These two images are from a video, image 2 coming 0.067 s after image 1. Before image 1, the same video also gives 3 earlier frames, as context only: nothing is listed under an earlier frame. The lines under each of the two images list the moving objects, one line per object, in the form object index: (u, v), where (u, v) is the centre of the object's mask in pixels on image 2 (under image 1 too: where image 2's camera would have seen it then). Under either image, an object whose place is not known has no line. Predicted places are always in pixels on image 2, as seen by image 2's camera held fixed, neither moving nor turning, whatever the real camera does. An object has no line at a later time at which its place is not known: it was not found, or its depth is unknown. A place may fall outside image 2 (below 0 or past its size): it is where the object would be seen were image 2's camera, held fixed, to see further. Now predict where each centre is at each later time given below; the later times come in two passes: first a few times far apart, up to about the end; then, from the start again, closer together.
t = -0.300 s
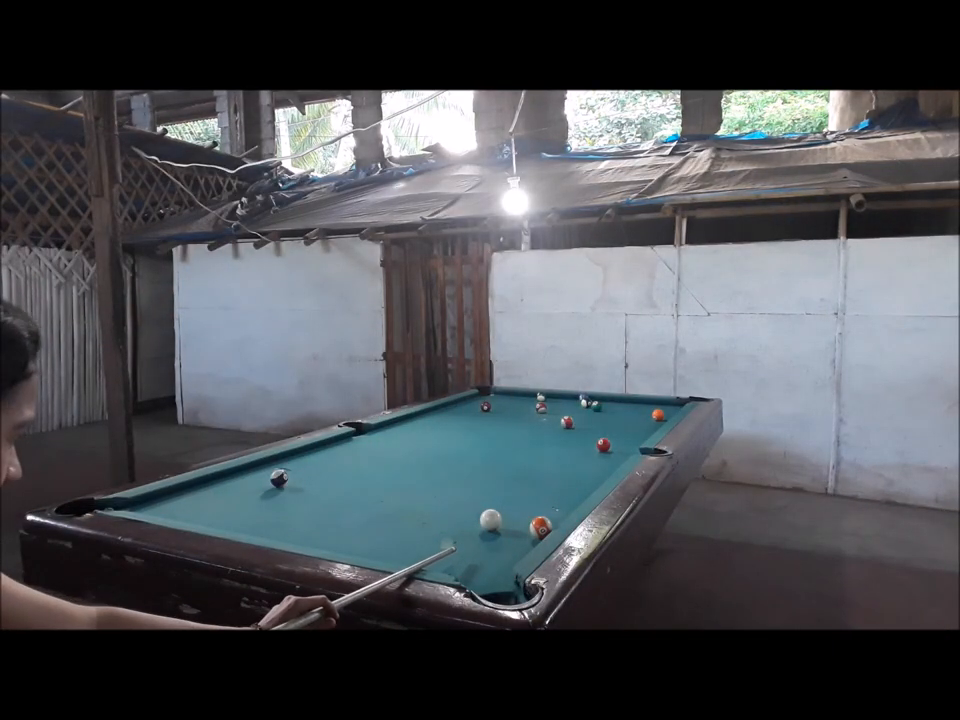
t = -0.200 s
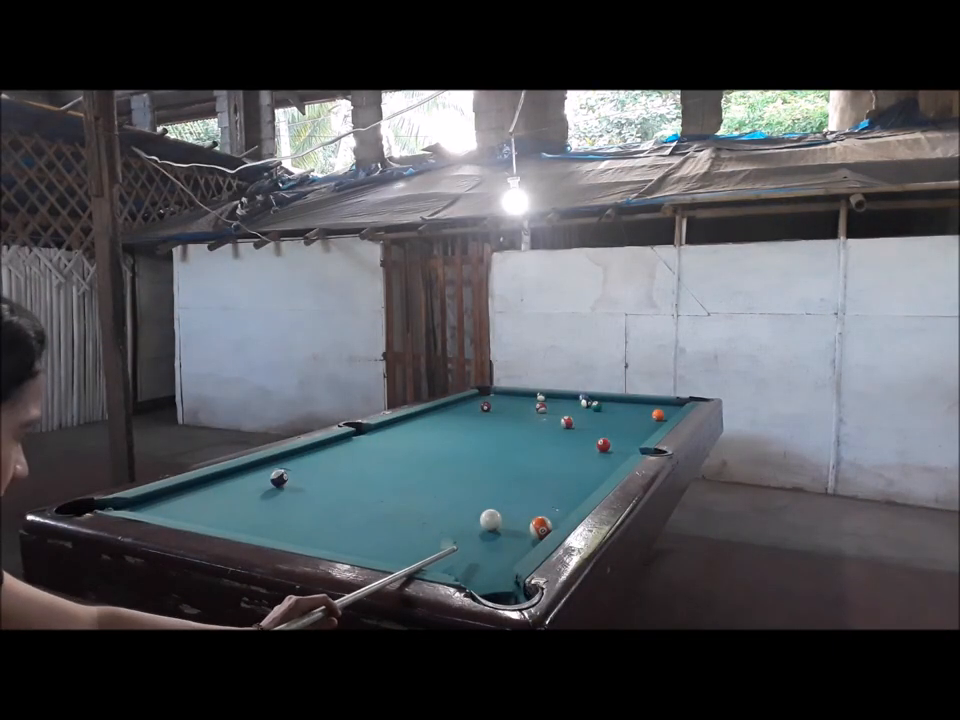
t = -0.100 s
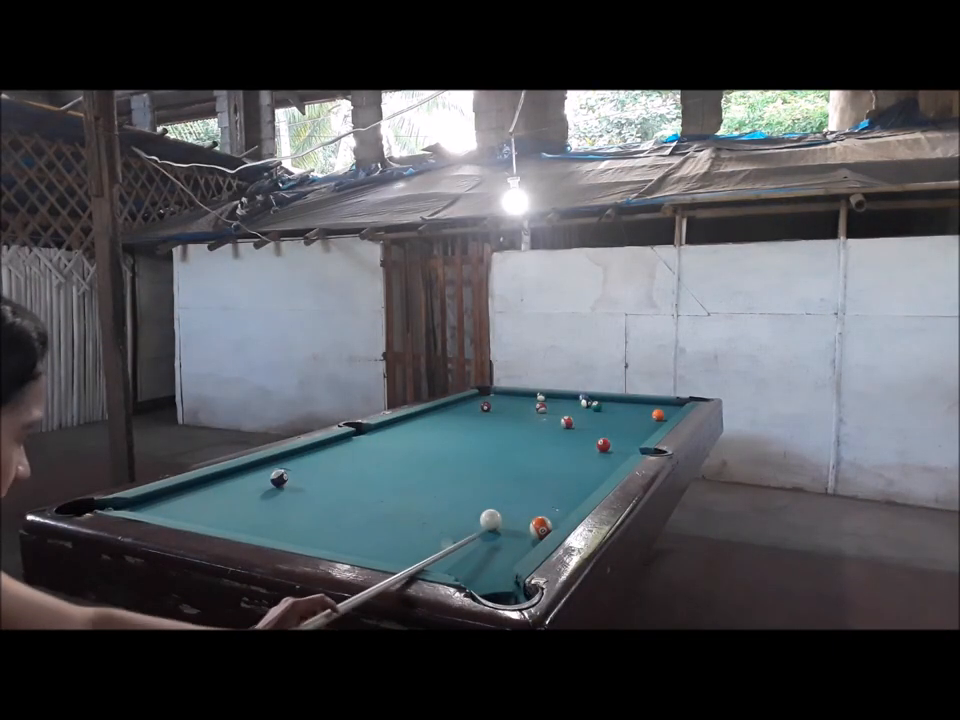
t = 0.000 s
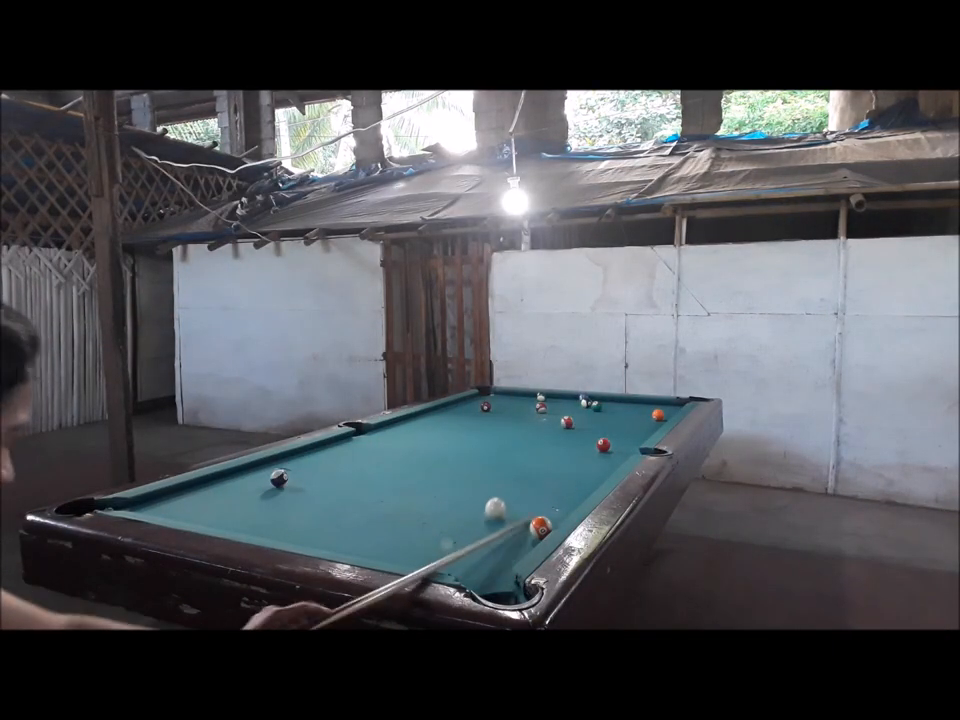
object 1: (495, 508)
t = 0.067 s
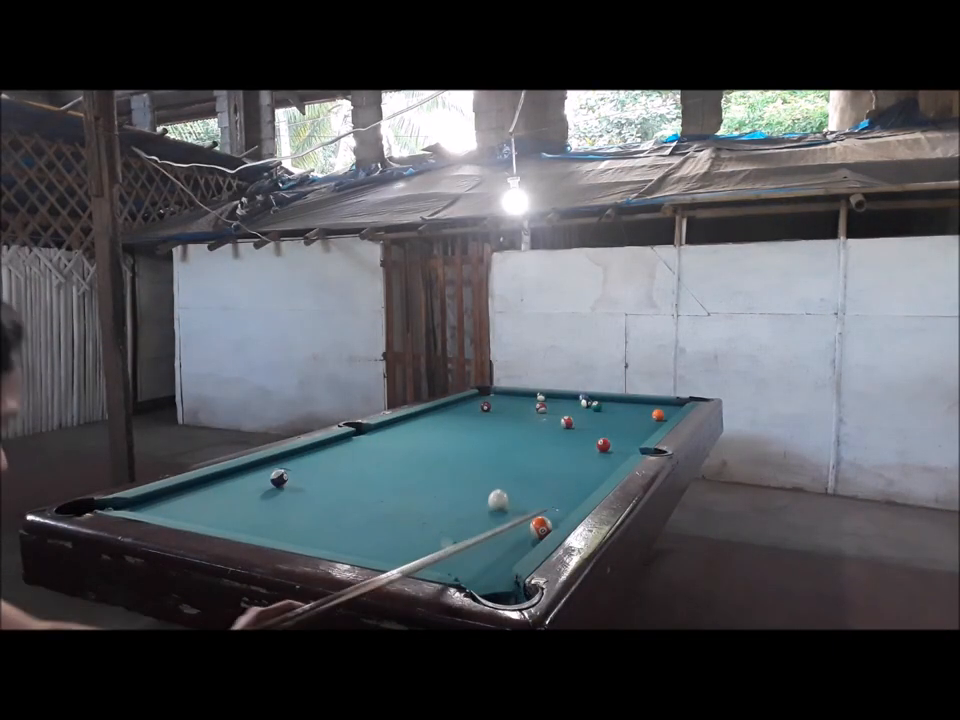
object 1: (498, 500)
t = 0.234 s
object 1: (501, 485)
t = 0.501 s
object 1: (506, 465)
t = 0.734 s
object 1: (511, 451)
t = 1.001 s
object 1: (514, 439)
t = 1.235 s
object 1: (517, 430)
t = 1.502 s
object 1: (520, 421)
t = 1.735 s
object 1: (521, 414)
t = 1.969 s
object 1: (523, 409)
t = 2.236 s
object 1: (524, 403)
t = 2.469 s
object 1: (525, 399)
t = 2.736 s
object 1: (526, 395)
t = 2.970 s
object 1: (525, 394)
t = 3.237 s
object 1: (518, 395)
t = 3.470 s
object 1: (514, 396)
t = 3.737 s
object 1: (509, 397)
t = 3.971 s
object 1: (506, 398)
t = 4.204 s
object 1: (503, 399)
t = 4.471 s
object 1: (501, 401)
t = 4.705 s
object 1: (499, 401)
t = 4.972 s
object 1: (496, 403)
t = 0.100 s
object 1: (498, 497)
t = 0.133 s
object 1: (499, 493)
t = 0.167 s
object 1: (500, 491)
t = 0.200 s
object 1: (501, 488)
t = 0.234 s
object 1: (501, 485)
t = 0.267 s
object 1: (502, 482)
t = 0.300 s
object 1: (502, 479)
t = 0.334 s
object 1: (503, 477)
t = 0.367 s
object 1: (504, 474)
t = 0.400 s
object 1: (504, 472)
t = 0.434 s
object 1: (505, 469)
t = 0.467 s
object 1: (506, 467)
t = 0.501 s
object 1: (506, 465)
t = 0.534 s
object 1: (507, 463)
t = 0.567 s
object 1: (507, 461)
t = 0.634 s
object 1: (509, 457)
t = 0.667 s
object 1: (509, 455)
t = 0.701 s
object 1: (510, 453)
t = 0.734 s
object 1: (511, 451)
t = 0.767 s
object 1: (511, 450)
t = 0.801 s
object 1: (511, 448)
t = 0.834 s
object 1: (512, 446)
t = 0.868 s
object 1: (513, 445)
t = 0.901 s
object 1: (513, 443)
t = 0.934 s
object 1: (513, 442)
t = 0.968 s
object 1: (514, 440)
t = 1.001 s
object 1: (514, 439)
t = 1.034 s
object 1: (515, 437)
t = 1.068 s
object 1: (515, 436)
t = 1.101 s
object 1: (515, 435)
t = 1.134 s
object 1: (516, 434)
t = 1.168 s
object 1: (517, 432)
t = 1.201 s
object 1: (517, 431)
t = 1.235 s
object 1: (517, 430)
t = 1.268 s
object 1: (518, 429)
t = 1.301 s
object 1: (518, 428)
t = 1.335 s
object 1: (518, 426)
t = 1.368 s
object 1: (519, 425)
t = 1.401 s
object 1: (519, 424)
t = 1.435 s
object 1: (519, 424)
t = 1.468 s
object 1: (520, 422)
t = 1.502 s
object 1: (520, 421)
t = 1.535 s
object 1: (520, 420)
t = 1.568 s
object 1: (520, 419)
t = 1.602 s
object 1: (521, 418)
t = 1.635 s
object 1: (521, 417)
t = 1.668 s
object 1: (521, 416)
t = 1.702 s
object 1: (521, 415)
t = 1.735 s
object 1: (521, 414)
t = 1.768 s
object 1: (522, 414)
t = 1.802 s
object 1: (522, 413)
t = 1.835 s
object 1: (522, 412)
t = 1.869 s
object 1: (522, 411)
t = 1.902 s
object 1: (522, 410)
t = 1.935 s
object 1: (523, 410)
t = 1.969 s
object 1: (523, 409)
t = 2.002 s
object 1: (523, 408)
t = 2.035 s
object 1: (523, 407)
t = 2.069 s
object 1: (523, 407)
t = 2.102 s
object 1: (523, 406)
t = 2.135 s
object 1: (524, 405)
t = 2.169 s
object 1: (524, 405)
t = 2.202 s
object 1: (524, 404)
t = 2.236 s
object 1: (524, 403)
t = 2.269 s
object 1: (524, 403)
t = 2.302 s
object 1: (524, 402)
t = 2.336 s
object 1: (525, 402)
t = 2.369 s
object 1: (525, 401)
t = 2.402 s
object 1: (525, 400)
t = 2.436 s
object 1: (525, 400)
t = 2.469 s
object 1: (525, 399)
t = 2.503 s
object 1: (525, 399)
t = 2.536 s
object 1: (525, 398)
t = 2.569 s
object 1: (525, 398)
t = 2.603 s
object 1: (525, 397)
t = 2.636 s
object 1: (525, 397)
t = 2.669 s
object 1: (526, 396)
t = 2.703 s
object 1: (526, 396)
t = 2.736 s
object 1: (526, 395)
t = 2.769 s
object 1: (526, 395)
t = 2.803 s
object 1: (526, 394)
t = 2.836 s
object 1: (526, 394)
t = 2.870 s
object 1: (527, 394)
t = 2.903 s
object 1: (526, 393)
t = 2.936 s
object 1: (526, 393)
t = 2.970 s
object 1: (525, 394)
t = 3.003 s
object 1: (524, 394)
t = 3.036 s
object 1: (523, 394)
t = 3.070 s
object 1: (522, 394)
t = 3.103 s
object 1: (521, 394)
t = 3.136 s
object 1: (521, 395)
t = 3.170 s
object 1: (520, 394)
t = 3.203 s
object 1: (519, 395)
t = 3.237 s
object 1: (518, 395)
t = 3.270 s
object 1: (518, 395)
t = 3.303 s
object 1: (517, 395)
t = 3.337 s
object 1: (516, 395)
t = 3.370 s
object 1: (516, 395)
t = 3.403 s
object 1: (515, 396)
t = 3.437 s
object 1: (514, 396)
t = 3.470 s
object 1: (514, 396)
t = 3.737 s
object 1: (509, 397)
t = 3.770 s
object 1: (509, 398)
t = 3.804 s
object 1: (508, 398)
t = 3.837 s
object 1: (508, 398)
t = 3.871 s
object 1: (507, 398)
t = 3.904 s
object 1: (507, 398)
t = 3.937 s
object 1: (506, 398)
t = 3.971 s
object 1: (506, 398)
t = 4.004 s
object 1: (506, 399)
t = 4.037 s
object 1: (506, 399)
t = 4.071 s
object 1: (505, 399)
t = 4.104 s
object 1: (504, 399)
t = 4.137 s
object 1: (504, 399)
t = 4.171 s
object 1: (504, 399)
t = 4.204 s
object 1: (503, 399)
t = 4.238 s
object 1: (503, 399)
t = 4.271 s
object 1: (503, 400)
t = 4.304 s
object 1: (502, 400)
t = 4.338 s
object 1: (502, 400)
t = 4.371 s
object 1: (502, 400)
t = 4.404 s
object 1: (502, 400)
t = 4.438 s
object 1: (501, 400)
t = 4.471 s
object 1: (501, 401)
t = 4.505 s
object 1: (501, 401)
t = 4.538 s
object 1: (500, 401)
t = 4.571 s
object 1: (500, 401)
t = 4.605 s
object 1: (500, 401)
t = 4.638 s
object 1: (499, 401)
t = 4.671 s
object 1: (499, 401)
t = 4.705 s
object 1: (499, 401)
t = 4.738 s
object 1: (498, 402)
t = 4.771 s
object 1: (498, 402)
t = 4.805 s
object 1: (498, 402)
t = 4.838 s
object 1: (498, 402)
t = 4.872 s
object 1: (497, 402)
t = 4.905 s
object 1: (497, 402)
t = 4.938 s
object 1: (497, 402)
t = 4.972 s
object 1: (496, 403)
